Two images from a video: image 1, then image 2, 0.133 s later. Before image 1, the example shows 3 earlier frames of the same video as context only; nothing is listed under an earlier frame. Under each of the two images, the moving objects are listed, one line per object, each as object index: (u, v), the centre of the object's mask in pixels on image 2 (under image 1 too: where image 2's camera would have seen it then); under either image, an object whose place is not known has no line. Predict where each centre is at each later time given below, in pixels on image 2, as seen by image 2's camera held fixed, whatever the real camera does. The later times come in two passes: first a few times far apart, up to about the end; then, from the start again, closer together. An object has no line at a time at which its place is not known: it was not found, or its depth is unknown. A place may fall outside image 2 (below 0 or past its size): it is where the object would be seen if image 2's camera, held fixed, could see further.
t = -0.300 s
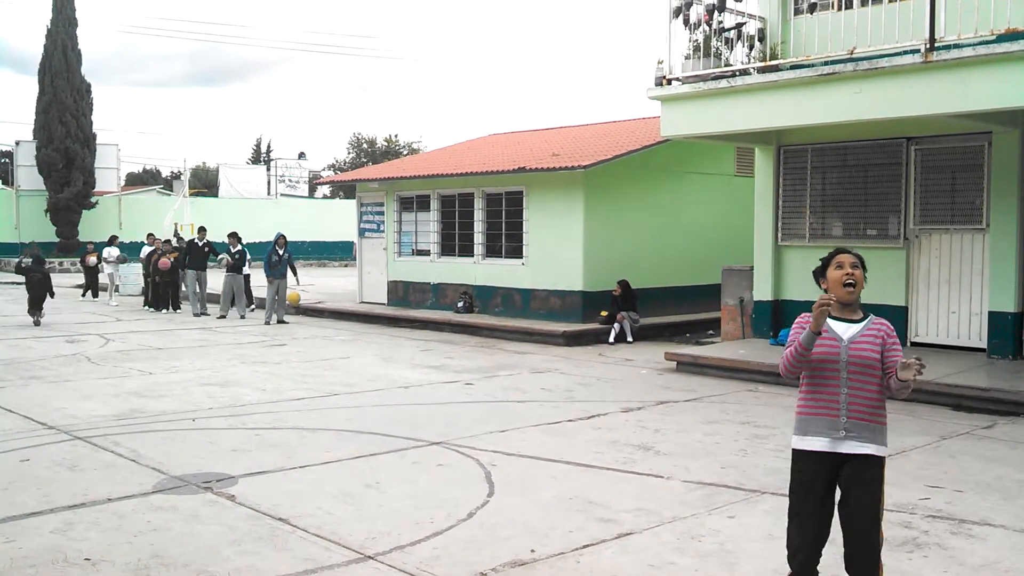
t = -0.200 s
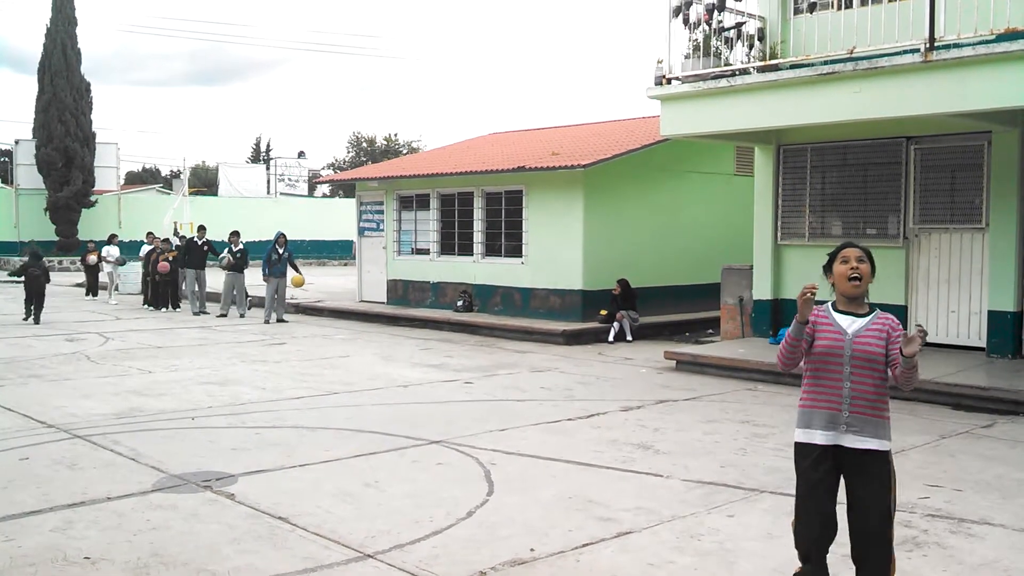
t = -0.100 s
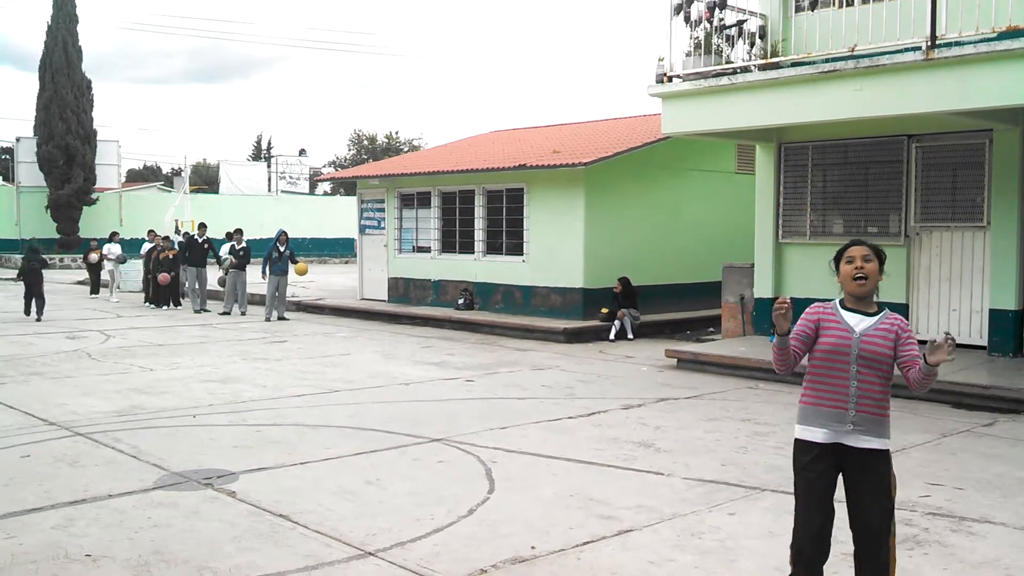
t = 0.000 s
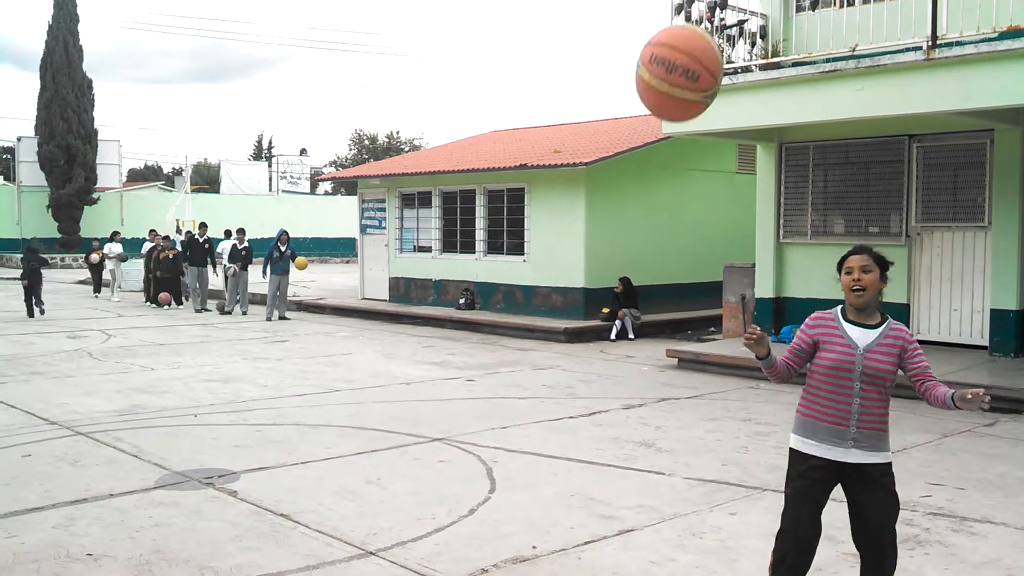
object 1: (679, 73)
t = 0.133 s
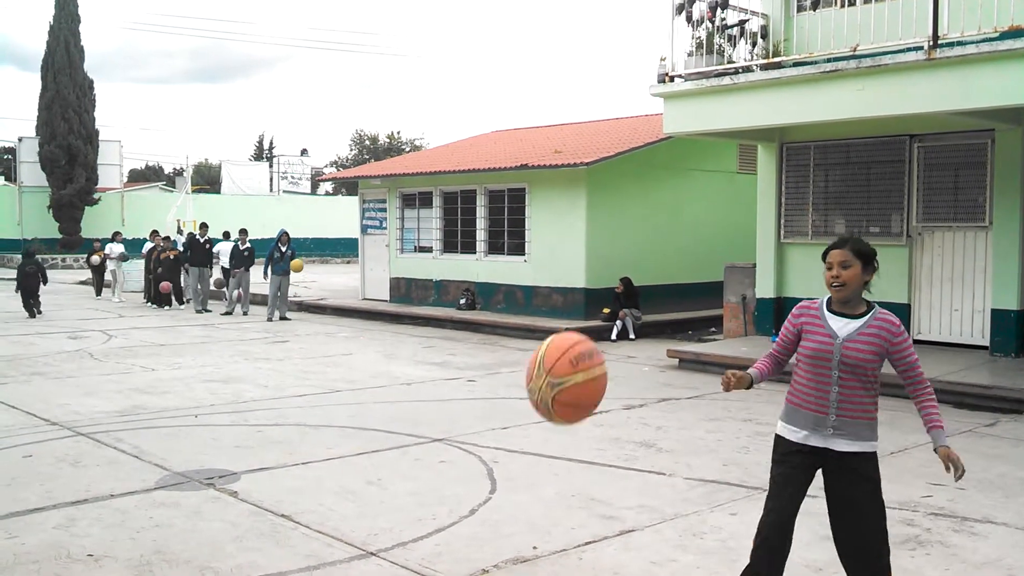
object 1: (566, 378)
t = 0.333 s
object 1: (444, 563)
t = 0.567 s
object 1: (365, 257)
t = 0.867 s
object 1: (271, 63)
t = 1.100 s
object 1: (207, 86)
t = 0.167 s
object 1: (540, 460)
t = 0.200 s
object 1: (514, 540)
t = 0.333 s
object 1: (444, 563)
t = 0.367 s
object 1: (433, 526)
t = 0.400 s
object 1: (421, 474)
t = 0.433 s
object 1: (410, 425)
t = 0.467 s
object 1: (398, 378)
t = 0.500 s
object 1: (388, 335)
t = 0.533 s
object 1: (377, 294)
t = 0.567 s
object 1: (365, 257)
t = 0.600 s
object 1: (354, 223)
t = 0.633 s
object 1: (343, 192)
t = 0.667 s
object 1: (333, 164)
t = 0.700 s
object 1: (323, 140)
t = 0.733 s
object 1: (312, 118)
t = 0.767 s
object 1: (301, 100)
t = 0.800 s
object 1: (292, 84)
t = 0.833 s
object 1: (281, 72)
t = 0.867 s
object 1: (271, 63)
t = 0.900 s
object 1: (261, 58)
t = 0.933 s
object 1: (252, 55)
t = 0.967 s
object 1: (243, 55)
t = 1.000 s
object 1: (234, 58)
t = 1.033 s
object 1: (225, 65)
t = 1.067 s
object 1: (216, 73)
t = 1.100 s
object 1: (207, 86)
